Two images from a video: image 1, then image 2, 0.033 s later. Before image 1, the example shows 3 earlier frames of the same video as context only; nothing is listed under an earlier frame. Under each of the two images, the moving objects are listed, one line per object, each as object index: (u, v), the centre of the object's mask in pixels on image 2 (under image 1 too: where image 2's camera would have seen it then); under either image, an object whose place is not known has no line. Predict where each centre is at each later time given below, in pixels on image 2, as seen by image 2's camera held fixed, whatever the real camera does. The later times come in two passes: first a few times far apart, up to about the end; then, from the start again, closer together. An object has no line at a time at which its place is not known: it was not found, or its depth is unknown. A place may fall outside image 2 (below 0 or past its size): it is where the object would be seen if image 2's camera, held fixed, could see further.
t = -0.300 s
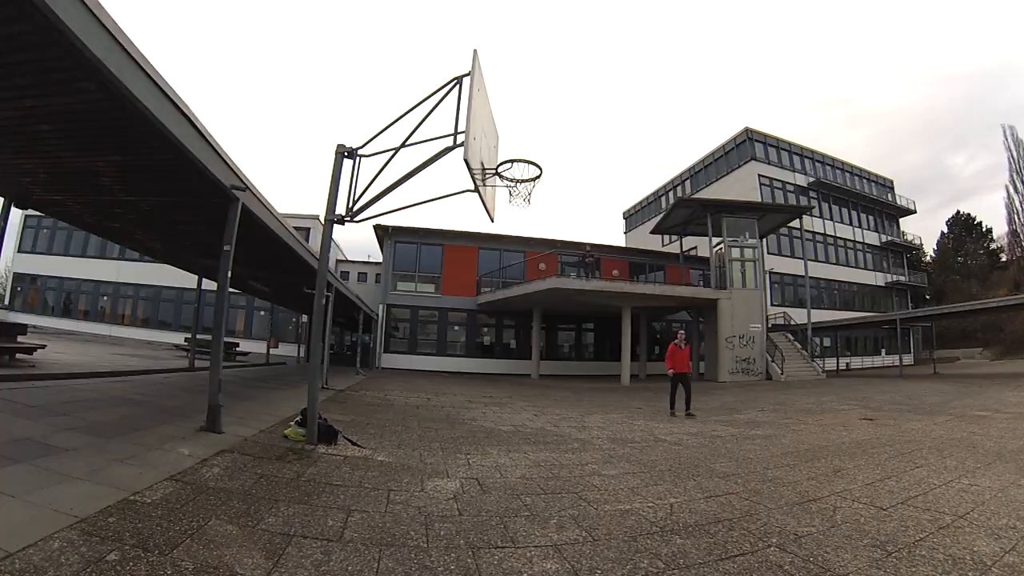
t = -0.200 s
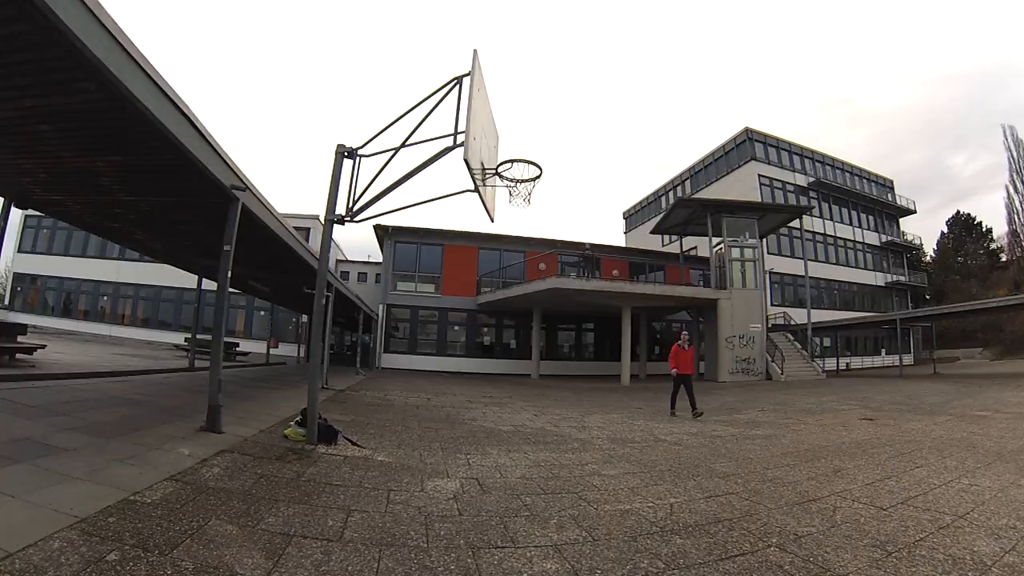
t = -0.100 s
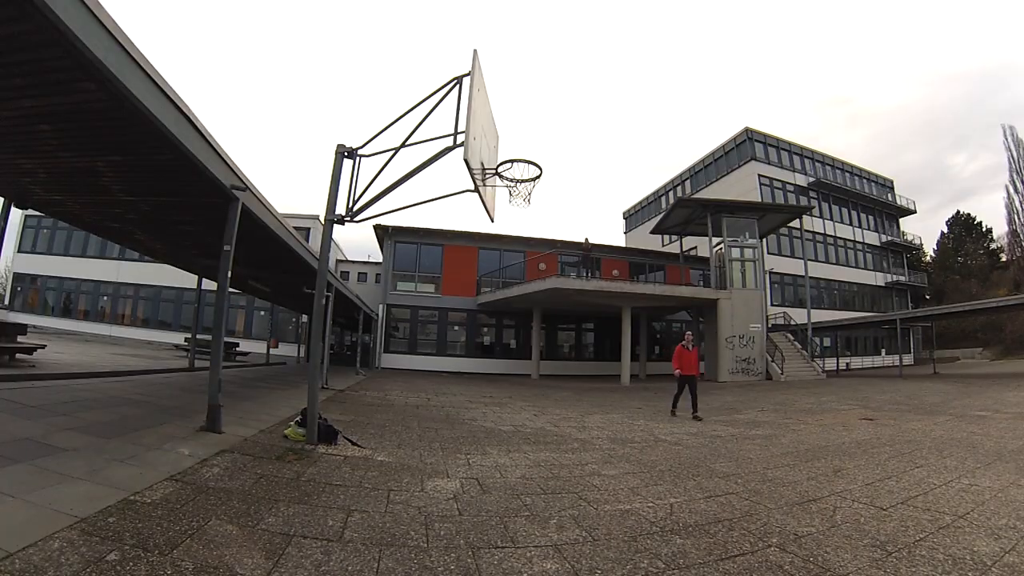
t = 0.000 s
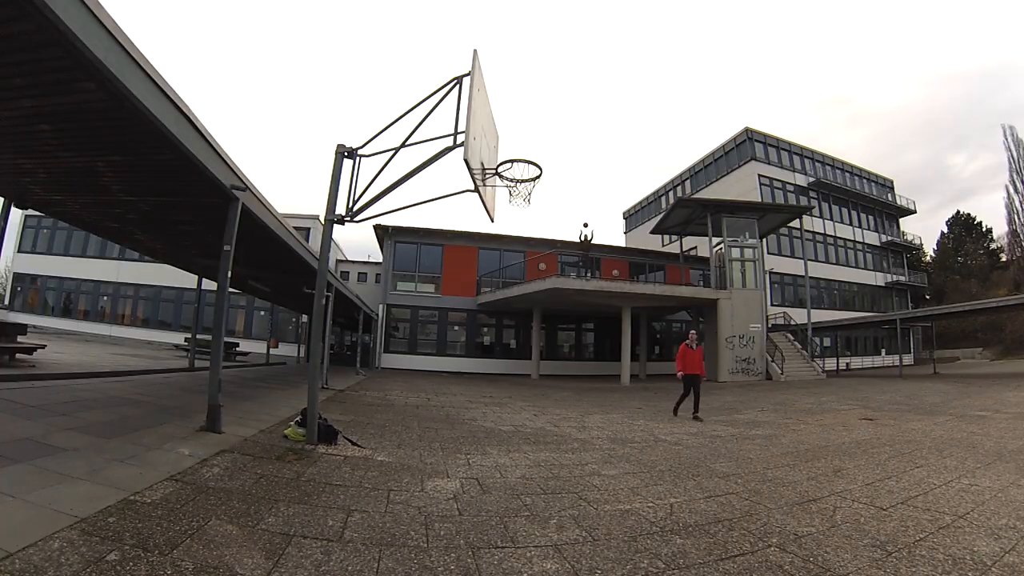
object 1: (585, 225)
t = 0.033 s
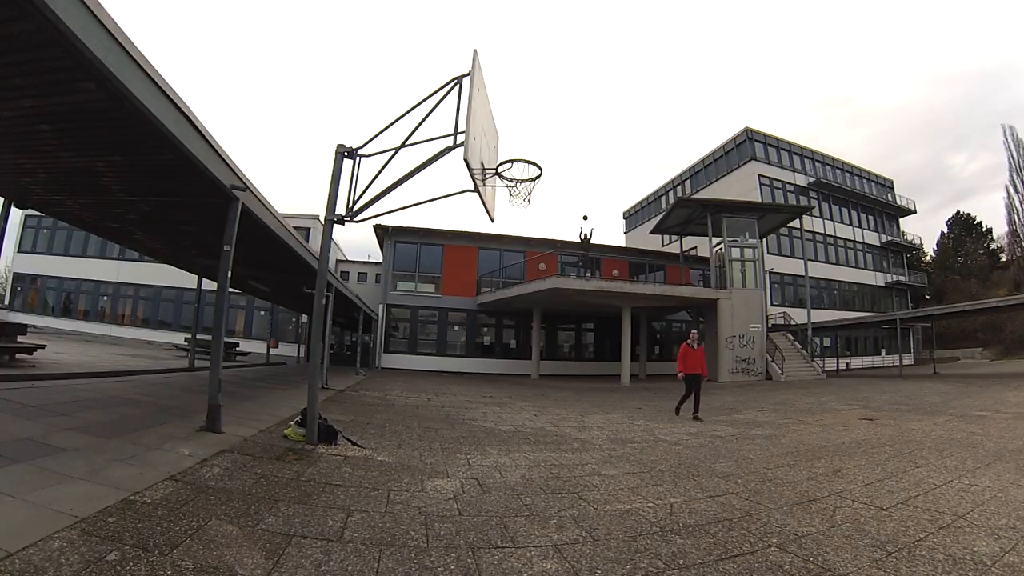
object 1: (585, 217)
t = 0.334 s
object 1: (580, 156)
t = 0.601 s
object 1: (574, 113)
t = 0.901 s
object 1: (568, 77)
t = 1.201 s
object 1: (560, 56)
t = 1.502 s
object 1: (549, 60)
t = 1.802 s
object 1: (531, 127)
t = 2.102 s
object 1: (520, 190)
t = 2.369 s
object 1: (517, 201)
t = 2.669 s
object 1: (512, 284)
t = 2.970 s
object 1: (502, 467)
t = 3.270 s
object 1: (513, 336)
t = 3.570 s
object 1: (522, 298)
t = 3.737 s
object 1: (526, 317)
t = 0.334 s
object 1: (580, 156)
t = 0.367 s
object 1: (579, 150)
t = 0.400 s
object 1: (579, 144)
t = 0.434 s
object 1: (578, 139)
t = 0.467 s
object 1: (577, 133)
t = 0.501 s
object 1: (576, 128)
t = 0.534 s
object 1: (576, 123)
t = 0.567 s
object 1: (575, 118)
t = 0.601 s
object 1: (574, 113)
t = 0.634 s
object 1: (574, 108)
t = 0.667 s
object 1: (573, 104)
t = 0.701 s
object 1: (572, 99)
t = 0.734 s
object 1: (571, 95)
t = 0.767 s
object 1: (571, 91)
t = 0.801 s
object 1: (570, 87)
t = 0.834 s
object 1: (569, 84)
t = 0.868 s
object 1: (568, 80)
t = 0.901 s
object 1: (568, 77)
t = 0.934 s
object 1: (567, 73)
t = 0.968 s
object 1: (566, 71)
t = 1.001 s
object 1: (565, 68)
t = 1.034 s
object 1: (564, 65)
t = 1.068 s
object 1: (564, 63)
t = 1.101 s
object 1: (562, 61)
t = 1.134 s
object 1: (562, 59)
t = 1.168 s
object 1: (561, 57)
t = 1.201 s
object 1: (560, 56)
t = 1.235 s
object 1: (559, 55)
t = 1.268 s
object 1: (558, 54)
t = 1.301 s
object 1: (557, 54)
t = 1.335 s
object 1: (555, 54)
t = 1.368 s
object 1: (554, 54)
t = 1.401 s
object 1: (553, 55)
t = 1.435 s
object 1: (552, 56)
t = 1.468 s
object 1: (551, 58)
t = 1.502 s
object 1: (549, 60)
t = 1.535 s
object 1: (548, 63)
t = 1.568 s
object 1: (547, 67)
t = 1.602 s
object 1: (545, 72)
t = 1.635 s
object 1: (543, 77)
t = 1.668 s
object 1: (542, 84)
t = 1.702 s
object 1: (540, 92)
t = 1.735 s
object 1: (537, 102)
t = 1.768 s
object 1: (534, 113)
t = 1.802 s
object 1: (531, 127)
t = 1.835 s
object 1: (528, 143)
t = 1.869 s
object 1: (523, 163)
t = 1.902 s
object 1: (519, 177)
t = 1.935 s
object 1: (519, 177)
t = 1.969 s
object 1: (519, 178)
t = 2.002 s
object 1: (519, 181)
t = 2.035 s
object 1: (519, 183)
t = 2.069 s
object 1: (520, 187)
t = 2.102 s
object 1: (520, 190)
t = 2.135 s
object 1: (520, 192)
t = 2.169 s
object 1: (520, 192)
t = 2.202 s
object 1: (519, 192)
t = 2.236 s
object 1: (519, 193)
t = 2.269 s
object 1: (518, 194)
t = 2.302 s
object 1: (518, 196)
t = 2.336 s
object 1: (517, 198)
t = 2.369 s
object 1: (517, 201)
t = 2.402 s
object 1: (517, 206)
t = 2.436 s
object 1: (516, 211)
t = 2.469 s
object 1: (516, 218)
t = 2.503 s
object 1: (515, 226)
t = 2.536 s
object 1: (515, 234)
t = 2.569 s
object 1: (514, 245)
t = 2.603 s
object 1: (513, 257)
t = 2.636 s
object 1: (513, 270)
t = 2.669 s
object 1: (512, 284)
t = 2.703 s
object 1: (511, 301)
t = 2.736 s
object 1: (510, 318)
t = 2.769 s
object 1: (509, 337)
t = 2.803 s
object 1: (508, 357)
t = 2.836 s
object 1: (507, 380)
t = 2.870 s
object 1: (506, 402)
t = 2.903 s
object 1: (504, 427)
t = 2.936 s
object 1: (503, 451)
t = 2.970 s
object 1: (502, 467)
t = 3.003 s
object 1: (503, 448)
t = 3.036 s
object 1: (504, 431)
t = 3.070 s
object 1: (506, 414)
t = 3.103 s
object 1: (507, 398)
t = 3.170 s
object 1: (510, 370)
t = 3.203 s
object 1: (511, 357)
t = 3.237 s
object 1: (512, 346)
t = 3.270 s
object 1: (513, 336)
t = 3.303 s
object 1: (514, 326)
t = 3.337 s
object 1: (516, 319)
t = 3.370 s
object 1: (516, 312)
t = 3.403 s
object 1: (518, 307)
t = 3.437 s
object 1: (519, 303)
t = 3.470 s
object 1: (520, 300)
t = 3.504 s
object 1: (520, 298)
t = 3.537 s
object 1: (521, 297)
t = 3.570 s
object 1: (522, 298)
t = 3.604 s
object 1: (523, 299)
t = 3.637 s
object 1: (524, 302)
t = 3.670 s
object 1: (524, 305)
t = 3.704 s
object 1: (525, 310)
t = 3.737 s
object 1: (526, 317)
